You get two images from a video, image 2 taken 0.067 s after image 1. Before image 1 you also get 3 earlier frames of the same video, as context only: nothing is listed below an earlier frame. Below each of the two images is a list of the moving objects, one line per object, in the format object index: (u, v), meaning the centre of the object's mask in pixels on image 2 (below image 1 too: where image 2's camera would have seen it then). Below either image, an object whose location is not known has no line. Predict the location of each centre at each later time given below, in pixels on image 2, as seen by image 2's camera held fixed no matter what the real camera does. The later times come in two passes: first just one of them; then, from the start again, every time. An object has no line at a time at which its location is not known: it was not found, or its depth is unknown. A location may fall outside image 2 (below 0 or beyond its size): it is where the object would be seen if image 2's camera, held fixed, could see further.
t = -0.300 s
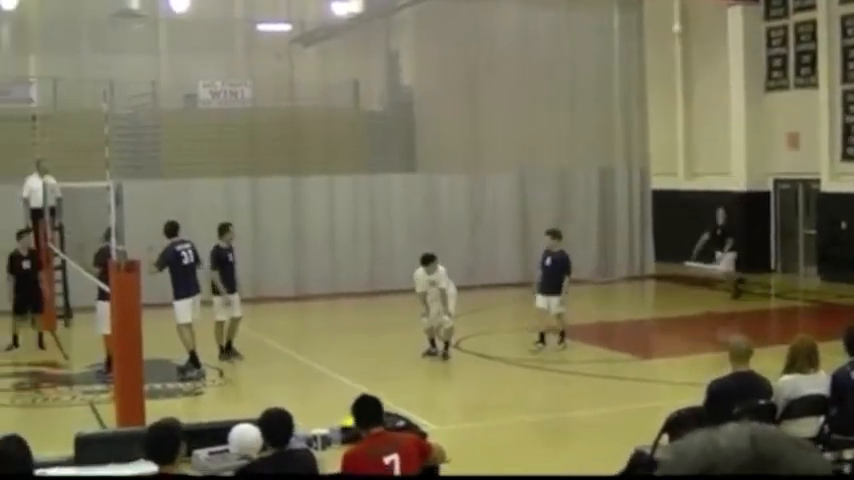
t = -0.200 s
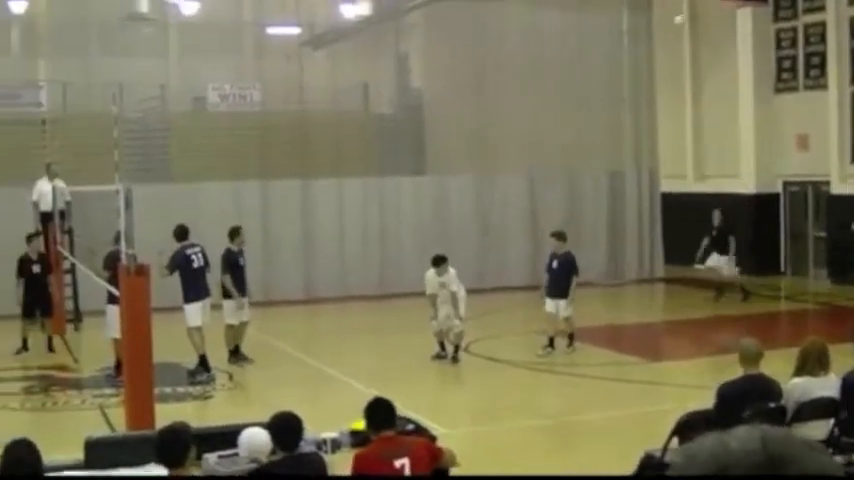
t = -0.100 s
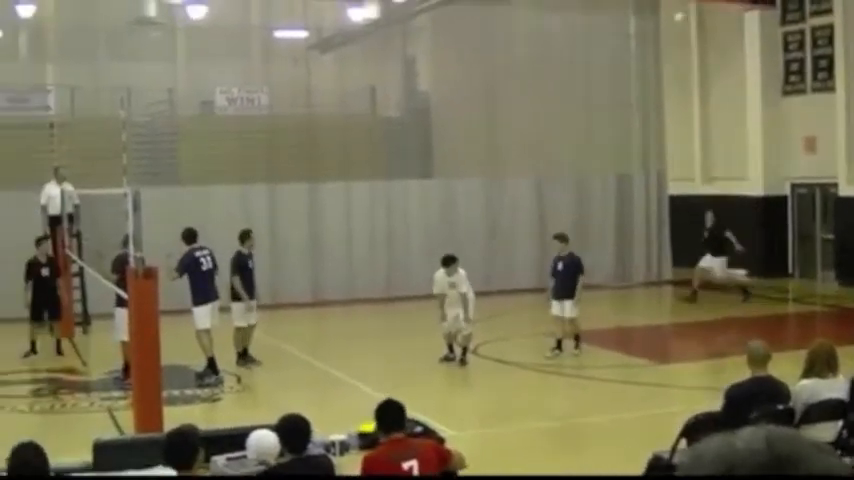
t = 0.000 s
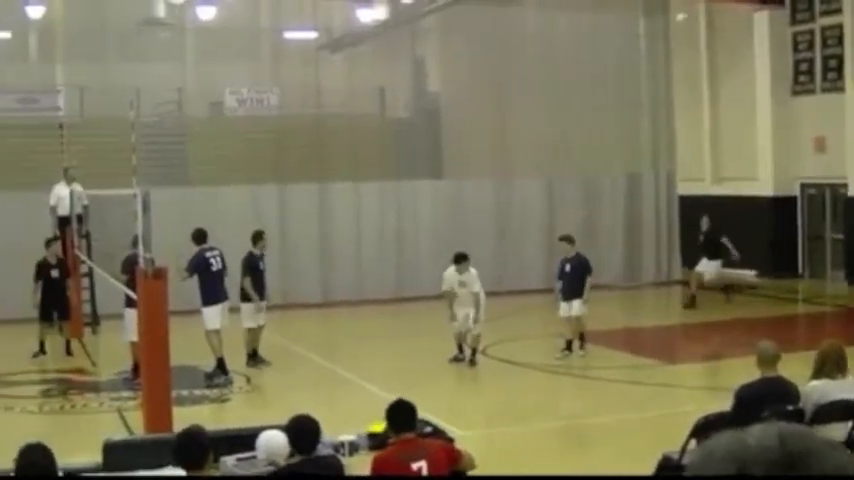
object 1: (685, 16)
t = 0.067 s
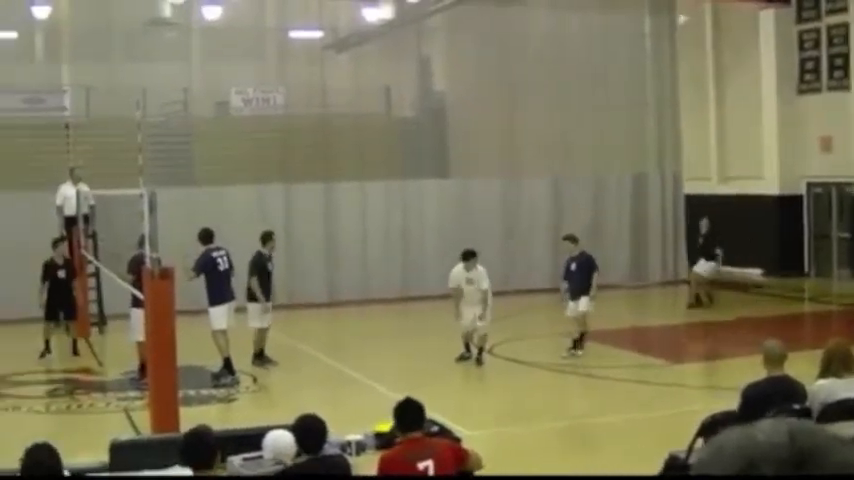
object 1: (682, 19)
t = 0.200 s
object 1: (674, 32)
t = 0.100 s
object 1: (680, 21)
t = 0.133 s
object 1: (678, 24)
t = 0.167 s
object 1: (676, 27)
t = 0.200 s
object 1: (674, 32)
